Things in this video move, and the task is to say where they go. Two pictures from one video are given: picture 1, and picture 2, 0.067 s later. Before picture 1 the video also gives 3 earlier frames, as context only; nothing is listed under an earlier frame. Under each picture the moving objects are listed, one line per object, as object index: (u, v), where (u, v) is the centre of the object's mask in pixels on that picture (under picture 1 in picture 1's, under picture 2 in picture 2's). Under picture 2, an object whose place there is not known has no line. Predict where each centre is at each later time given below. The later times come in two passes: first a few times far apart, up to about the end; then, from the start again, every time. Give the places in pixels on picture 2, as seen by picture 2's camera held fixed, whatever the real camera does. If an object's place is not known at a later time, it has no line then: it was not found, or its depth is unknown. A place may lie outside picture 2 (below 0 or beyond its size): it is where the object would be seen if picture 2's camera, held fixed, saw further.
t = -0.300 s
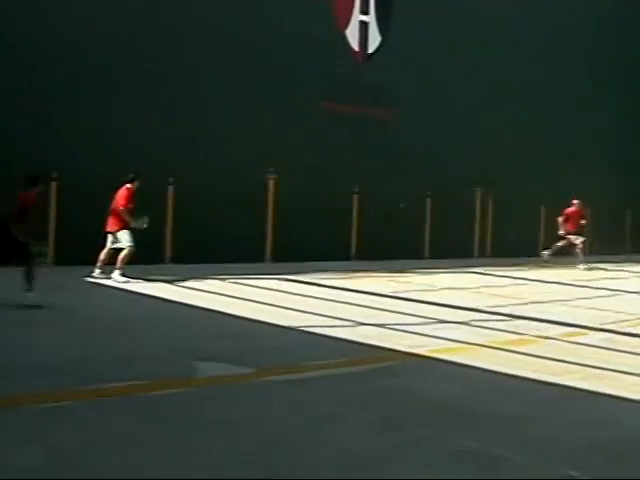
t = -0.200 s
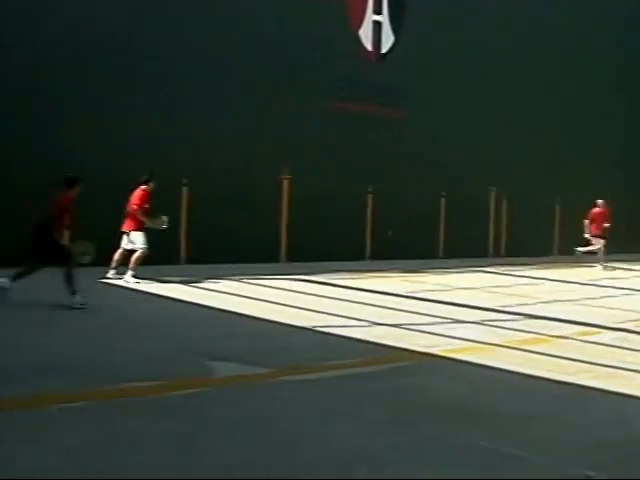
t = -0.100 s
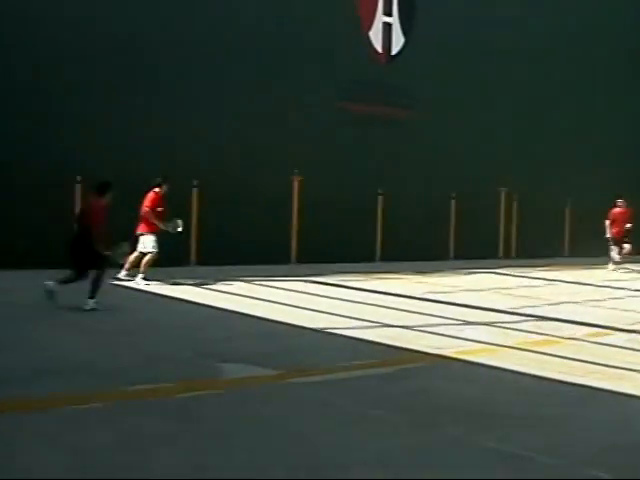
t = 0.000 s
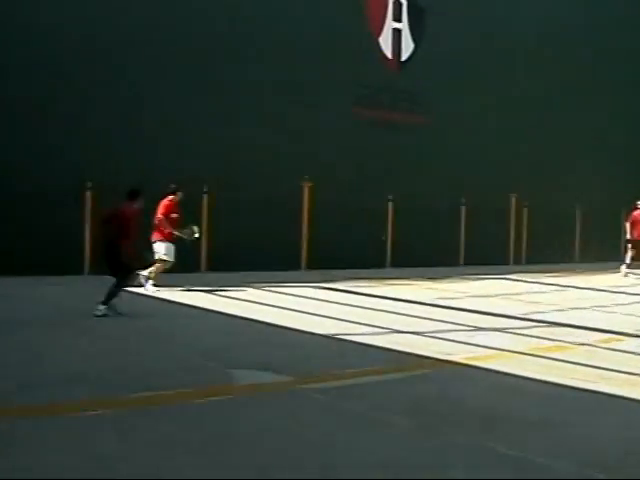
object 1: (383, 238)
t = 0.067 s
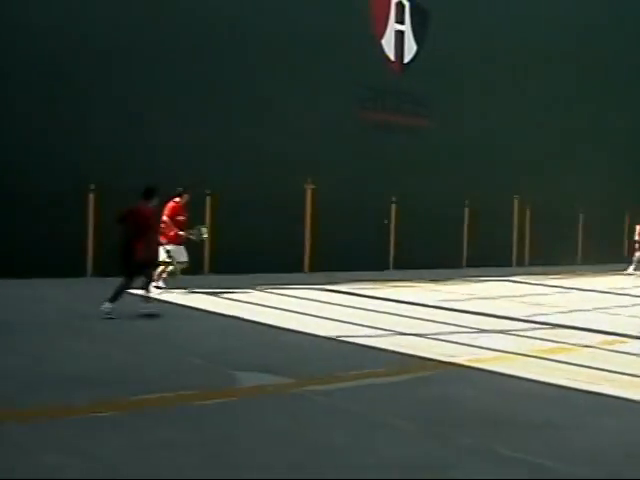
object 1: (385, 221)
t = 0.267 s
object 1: (382, 177)
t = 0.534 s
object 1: (373, 146)
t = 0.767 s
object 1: (365, 149)
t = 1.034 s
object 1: (352, 194)
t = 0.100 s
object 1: (385, 213)
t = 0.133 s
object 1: (385, 205)
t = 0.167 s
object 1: (384, 197)
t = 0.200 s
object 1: (384, 191)
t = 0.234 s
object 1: (383, 184)
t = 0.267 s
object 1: (382, 177)
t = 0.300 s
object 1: (381, 172)
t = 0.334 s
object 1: (380, 166)
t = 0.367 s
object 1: (379, 163)
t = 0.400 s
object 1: (378, 157)
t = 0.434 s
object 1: (377, 154)
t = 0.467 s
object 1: (376, 151)
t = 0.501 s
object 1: (375, 148)
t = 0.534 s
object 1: (373, 146)
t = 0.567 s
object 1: (372, 145)
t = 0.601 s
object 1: (371, 143)
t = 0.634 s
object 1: (370, 143)
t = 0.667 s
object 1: (369, 144)
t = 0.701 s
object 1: (368, 145)
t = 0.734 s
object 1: (366, 145)
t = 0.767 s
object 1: (365, 149)
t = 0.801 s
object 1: (363, 151)
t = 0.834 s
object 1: (362, 155)
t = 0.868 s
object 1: (360, 159)
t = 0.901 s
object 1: (359, 165)
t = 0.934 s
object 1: (358, 171)
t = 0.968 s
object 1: (355, 177)
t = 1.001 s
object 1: (354, 185)
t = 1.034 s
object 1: (352, 194)
